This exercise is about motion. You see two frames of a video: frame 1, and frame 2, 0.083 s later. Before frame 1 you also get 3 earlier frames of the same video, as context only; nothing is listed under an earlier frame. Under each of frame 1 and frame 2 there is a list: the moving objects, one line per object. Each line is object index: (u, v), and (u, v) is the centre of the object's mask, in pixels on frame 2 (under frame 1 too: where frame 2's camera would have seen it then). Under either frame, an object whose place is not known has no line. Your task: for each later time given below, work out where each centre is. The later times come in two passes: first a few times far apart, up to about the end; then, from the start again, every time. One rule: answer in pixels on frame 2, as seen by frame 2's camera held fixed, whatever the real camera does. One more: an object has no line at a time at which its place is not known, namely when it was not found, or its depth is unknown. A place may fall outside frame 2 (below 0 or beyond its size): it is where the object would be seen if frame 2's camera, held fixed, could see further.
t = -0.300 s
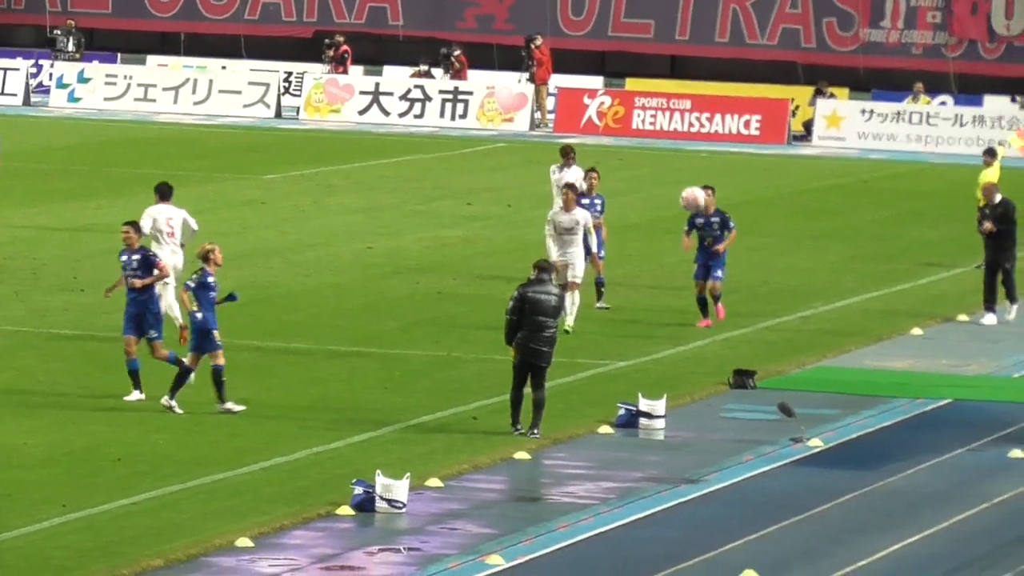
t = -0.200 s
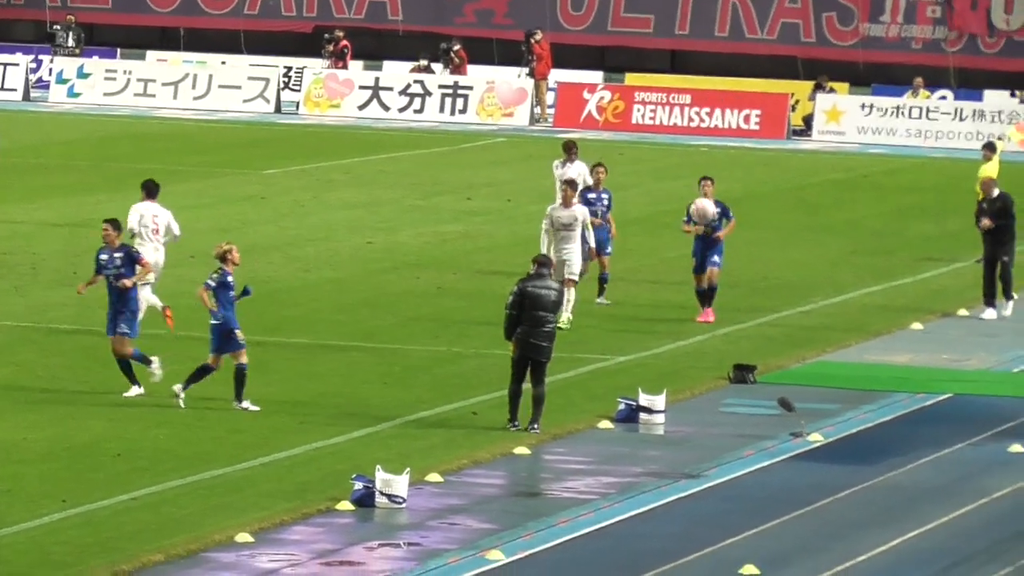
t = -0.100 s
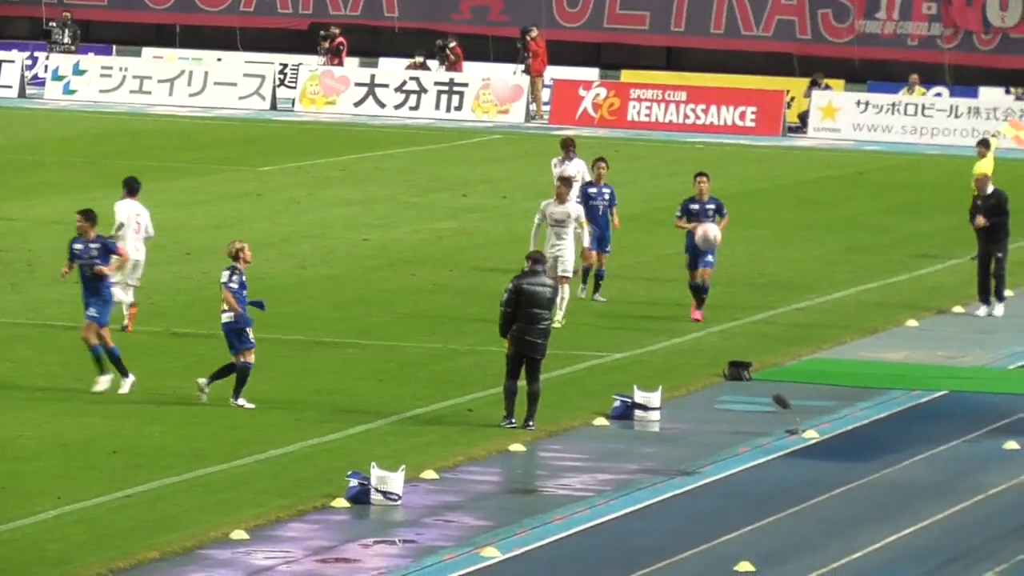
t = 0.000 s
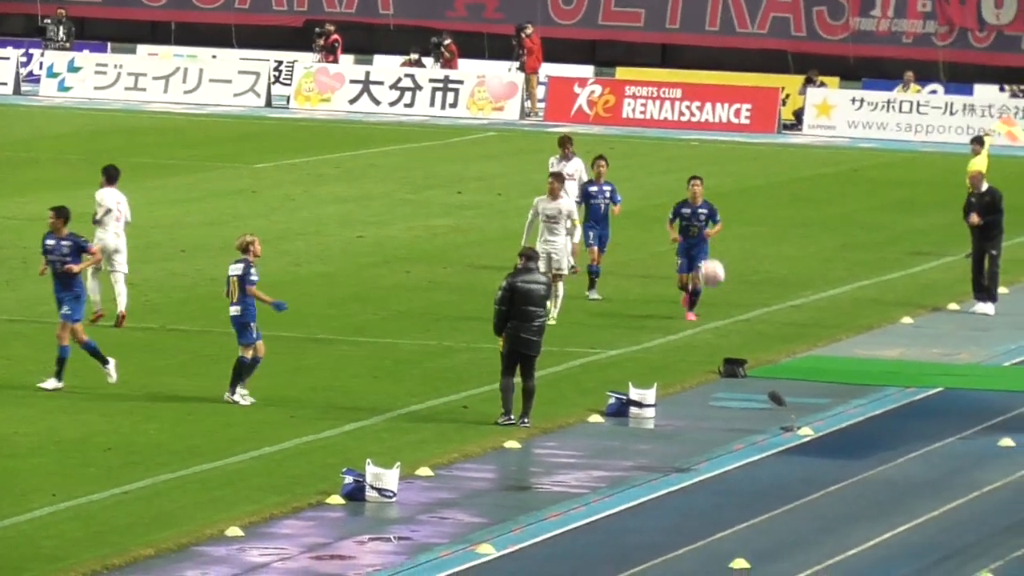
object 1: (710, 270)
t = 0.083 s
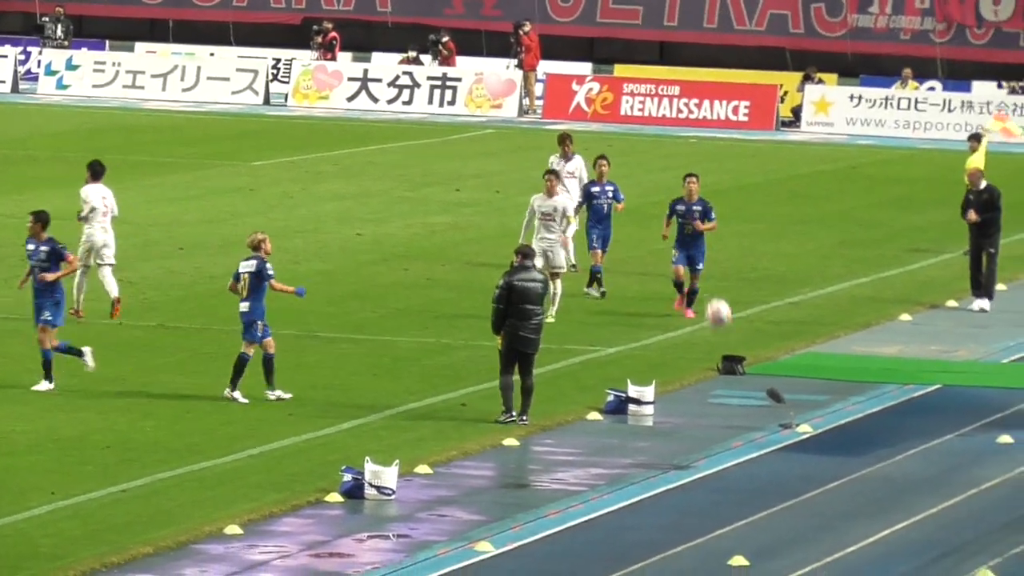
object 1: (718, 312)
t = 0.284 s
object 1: (734, 448)
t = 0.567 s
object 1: (765, 401)
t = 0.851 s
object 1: (797, 333)
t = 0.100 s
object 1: (720, 322)
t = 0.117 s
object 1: (721, 332)
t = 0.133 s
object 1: (722, 342)
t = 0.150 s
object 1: (723, 353)
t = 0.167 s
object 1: (725, 363)
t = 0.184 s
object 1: (726, 374)
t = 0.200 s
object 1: (727, 386)
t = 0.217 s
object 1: (729, 398)
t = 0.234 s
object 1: (730, 411)
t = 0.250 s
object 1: (731, 423)
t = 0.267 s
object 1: (733, 435)
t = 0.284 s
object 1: (734, 448)
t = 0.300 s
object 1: (735, 462)
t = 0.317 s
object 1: (736, 478)
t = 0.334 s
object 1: (738, 491)
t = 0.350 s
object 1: (739, 506)
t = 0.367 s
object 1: (740, 507)
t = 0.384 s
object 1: (743, 495)
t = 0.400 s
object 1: (745, 486)
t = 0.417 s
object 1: (747, 476)
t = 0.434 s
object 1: (749, 466)
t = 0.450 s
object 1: (751, 458)
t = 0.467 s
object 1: (753, 447)
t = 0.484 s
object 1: (755, 439)
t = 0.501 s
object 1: (757, 431)
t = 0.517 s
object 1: (759, 423)
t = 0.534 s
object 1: (761, 415)
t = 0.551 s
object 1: (763, 408)
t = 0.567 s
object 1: (765, 401)
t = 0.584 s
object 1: (768, 394)
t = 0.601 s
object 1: (770, 389)
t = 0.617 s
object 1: (771, 381)
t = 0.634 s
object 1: (773, 376)
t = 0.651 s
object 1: (775, 371)
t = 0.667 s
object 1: (777, 366)
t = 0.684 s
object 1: (779, 361)
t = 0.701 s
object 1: (781, 357)
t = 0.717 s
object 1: (783, 353)
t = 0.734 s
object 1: (784, 349)
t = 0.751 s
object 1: (786, 346)
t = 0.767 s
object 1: (788, 343)
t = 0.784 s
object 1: (790, 341)
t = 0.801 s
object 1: (792, 339)
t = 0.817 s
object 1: (794, 336)
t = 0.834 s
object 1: (796, 335)
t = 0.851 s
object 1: (797, 333)
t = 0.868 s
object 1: (799, 332)
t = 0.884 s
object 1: (801, 332)
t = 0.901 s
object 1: (803, 331)
